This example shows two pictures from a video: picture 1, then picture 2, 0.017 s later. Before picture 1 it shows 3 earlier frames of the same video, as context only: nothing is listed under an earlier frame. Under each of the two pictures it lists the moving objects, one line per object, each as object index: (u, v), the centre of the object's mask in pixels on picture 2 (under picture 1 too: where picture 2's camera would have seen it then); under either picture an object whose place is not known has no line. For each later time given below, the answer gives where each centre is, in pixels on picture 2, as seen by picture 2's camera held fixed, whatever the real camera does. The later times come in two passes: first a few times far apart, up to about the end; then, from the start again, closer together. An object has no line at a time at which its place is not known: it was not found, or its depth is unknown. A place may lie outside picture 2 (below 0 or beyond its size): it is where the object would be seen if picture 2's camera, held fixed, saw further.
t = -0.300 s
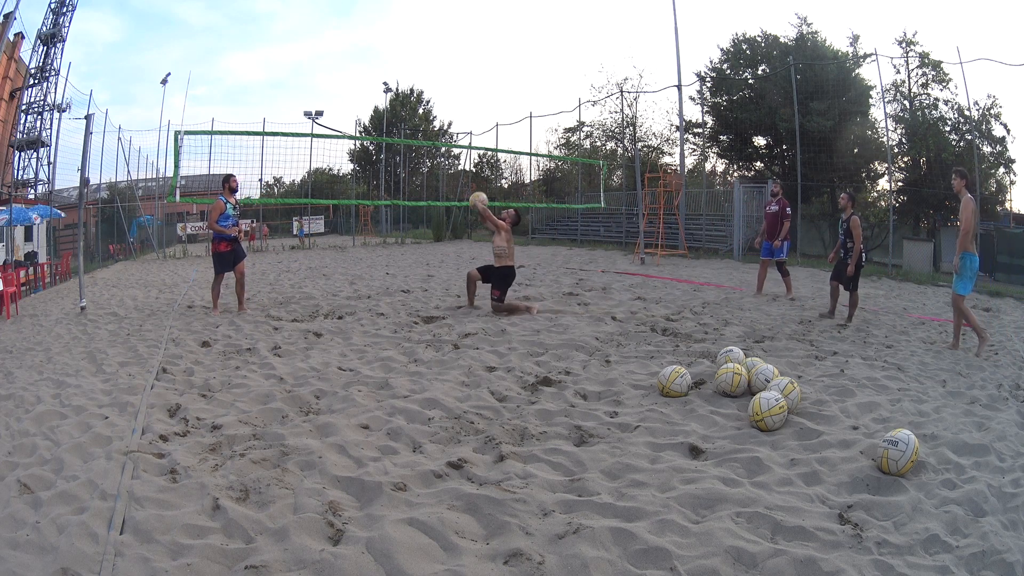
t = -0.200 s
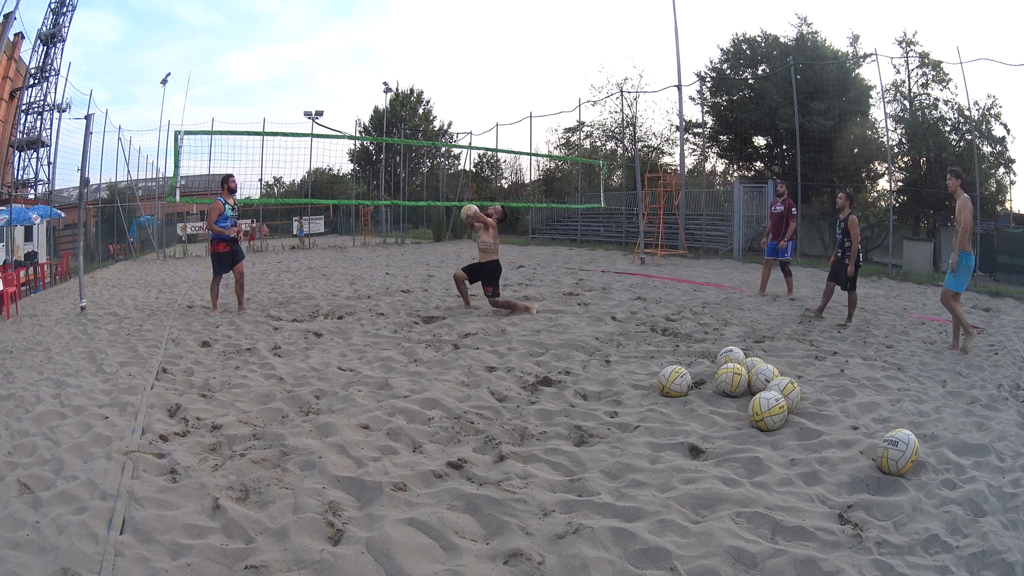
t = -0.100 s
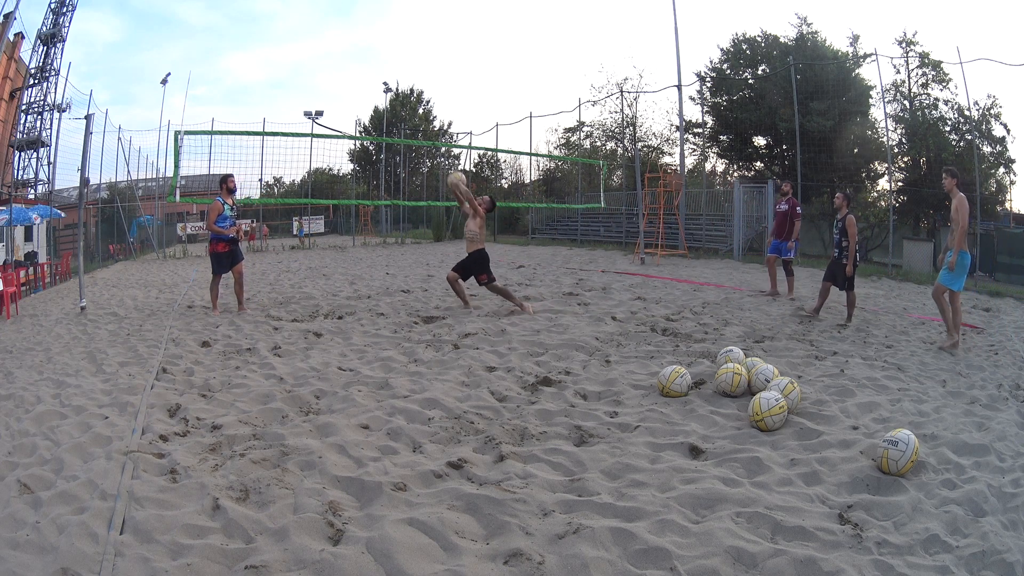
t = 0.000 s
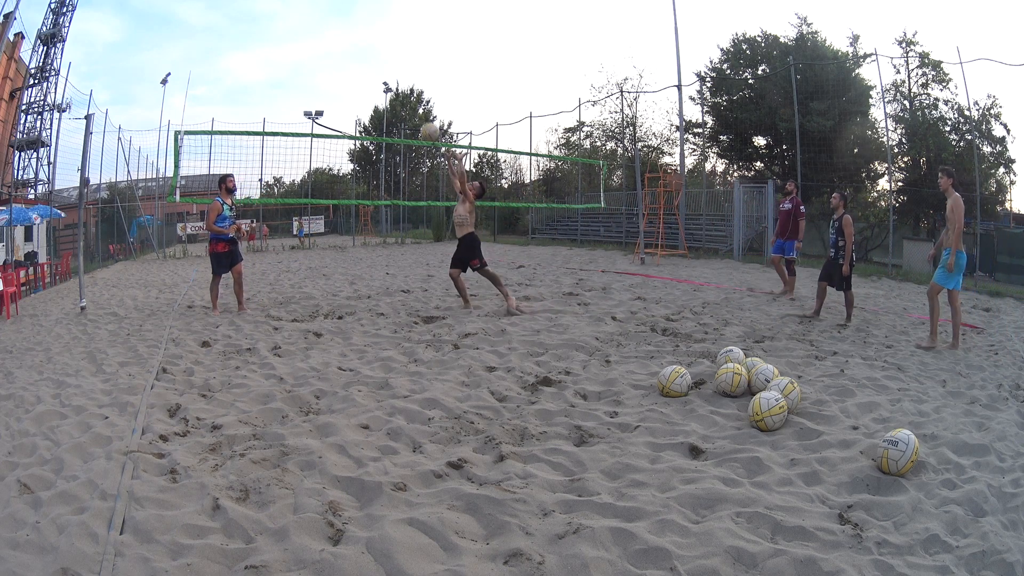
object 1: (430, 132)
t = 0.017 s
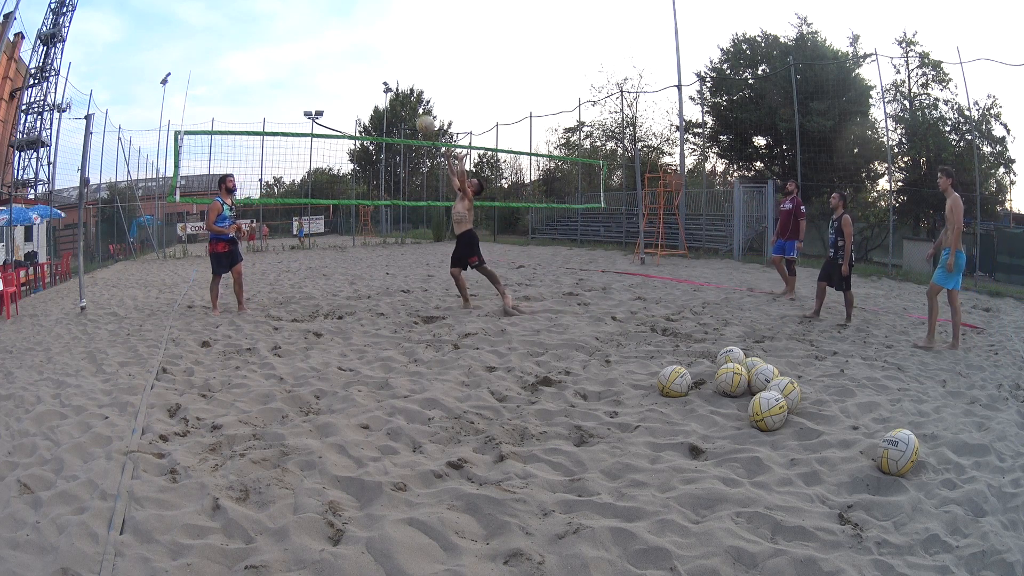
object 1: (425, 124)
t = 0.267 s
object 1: (365, 53)
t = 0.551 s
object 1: (304, 35)
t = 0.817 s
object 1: (248, 69)
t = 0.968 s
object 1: (217, 109)
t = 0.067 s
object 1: (412, 105)
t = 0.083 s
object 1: (409, 100)
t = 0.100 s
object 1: (404, 94)
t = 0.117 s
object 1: (400, 88)
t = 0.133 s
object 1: (396, 83)
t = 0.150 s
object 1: (392, 79)
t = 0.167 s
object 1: (388, 74)
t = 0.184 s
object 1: (384, 70)
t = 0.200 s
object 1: (380, 66)
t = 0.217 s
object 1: (377, 62)
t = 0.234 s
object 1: (373, 59)
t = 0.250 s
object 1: (369, 55)
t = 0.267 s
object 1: (365, 53)
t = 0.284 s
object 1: (362, 50)
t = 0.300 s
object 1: (358, 47)
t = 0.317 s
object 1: (354, 45)
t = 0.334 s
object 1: (351, 43)
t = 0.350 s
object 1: (347, 41)
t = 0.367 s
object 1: (343, 39)
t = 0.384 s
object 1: (340, 38)
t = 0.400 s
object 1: (336, 37)
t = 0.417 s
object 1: (332, 36)
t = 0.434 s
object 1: (329, 35)
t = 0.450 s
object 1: (325, 34)
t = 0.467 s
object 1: (322, 34)
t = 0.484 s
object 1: (318, 34)
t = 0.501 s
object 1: (315, 34)
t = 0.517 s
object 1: (311, 34)
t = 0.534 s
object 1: (307, 34)
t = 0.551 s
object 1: (304, 35)
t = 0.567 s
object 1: (300, 35)
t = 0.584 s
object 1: (297, 36)
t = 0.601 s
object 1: (293, 37)
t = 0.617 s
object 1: (290, 39)
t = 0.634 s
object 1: (286, 40)
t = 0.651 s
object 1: (283, 42)
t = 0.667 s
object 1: (279, 44)
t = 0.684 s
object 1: (276, 46)
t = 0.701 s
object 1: (272, 48)
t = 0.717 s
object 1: (269, 50)
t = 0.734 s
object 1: (265, 53)
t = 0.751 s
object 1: (262, 56)
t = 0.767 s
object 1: (258, 59)
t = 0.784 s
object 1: (255, 62)
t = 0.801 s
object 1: (251, 65)
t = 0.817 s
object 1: (248, 69)
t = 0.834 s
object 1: (244, 72)
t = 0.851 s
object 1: (241, 76)
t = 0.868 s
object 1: (237, 80)
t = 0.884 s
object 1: (234, 85)
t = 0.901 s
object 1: (231, 89)
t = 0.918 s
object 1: (227, 94)
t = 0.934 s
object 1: (224, 98)
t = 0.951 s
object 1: (221, 103)
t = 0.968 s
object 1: (217, 109)
